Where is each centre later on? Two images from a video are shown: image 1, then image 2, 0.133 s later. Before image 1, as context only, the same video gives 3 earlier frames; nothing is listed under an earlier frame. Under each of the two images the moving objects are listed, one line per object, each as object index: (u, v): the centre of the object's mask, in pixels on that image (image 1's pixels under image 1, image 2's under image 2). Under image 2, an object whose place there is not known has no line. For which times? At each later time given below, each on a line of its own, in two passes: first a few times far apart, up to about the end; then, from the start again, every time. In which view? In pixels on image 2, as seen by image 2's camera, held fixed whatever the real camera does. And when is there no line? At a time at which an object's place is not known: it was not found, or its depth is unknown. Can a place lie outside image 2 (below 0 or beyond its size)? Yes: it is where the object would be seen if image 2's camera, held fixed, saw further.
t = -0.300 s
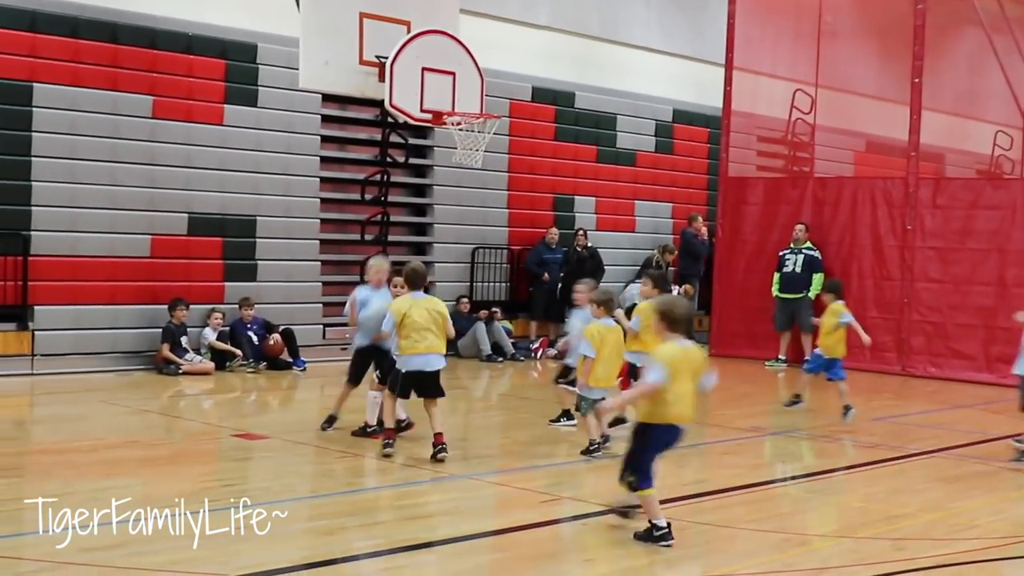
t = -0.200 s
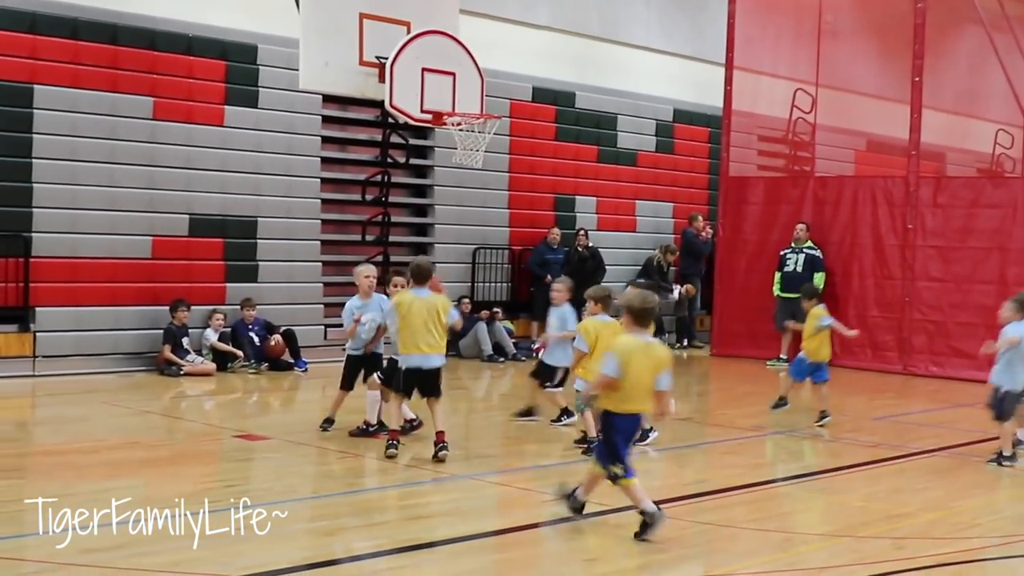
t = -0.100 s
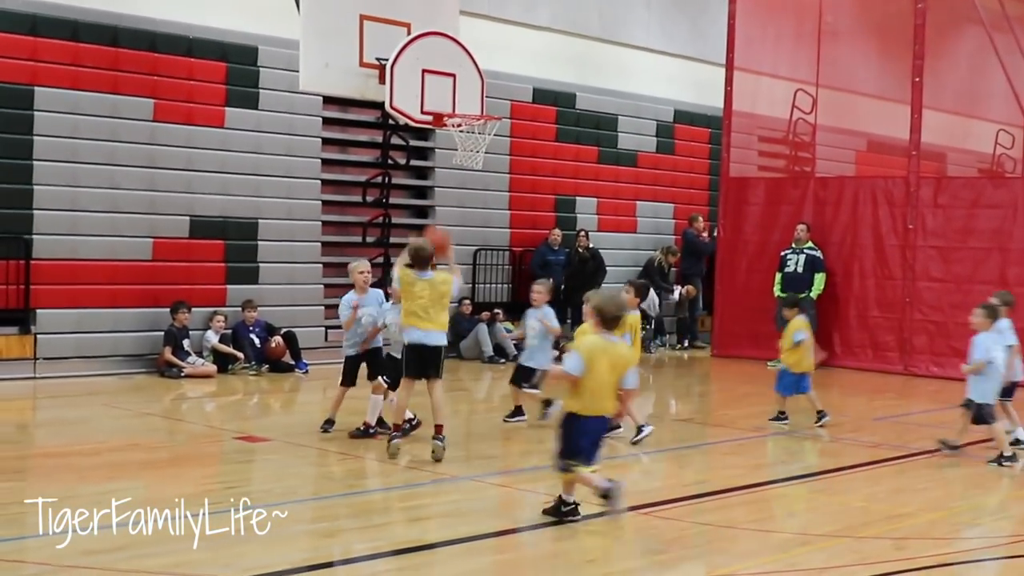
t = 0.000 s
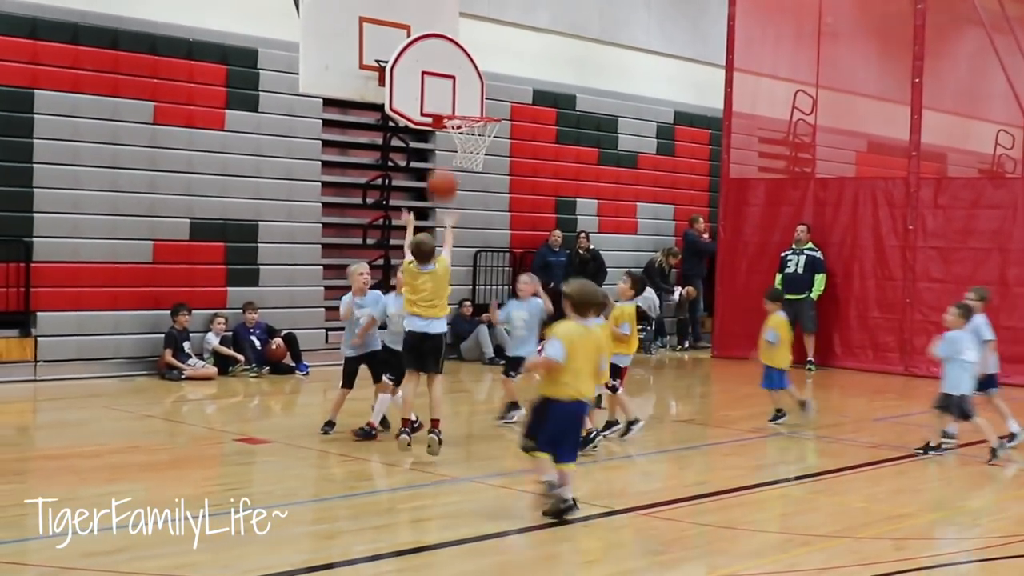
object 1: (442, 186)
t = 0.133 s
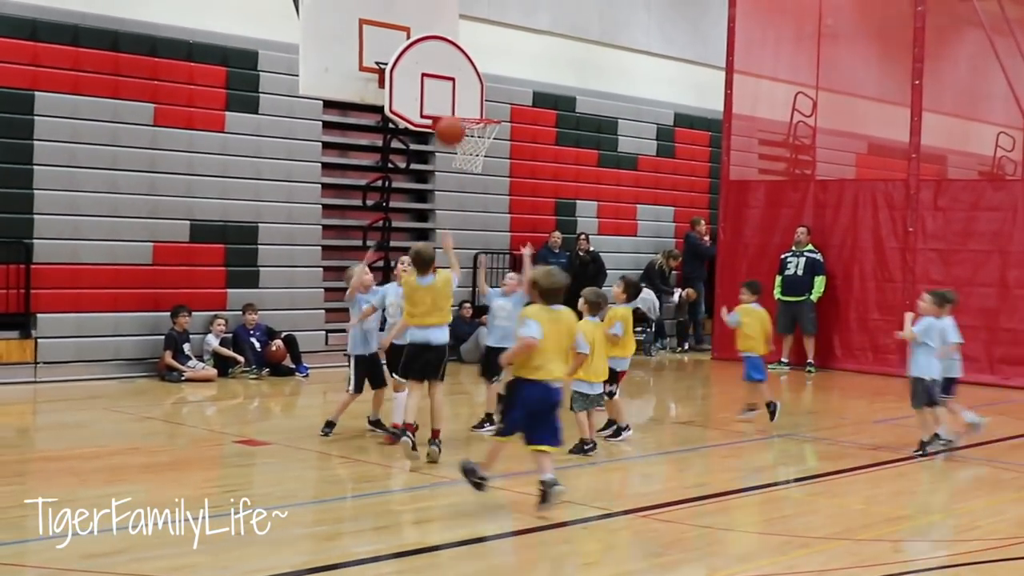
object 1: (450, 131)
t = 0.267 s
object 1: (457, 103)
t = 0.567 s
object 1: (472, 101)
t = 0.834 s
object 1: (492, 98)
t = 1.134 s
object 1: (512, 125)
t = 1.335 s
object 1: (524, 188)
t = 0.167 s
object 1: (452, 121)
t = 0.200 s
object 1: (454, 113)
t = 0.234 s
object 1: (455, 108)
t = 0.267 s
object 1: (457, 103)
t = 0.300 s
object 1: (459, 99)
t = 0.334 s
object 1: (460, 97)
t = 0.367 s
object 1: (462, 97)
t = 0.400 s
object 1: (463, 97)
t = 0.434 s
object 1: (464, 99)
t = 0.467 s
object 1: (466, 102)
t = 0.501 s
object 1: (467, 106)
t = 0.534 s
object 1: (468, 107)
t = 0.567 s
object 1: (472, 101)
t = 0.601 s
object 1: (474, 96)
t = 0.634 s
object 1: (477, 93)
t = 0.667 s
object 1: (480, 91)
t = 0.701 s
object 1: (482, 90)
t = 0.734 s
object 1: (485, 90)
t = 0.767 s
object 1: (487, 92)
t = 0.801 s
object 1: (490, 95)
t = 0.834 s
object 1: (492, 98)
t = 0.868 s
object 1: (494, 104)
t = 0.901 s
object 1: (496, 108)
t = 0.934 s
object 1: (499, 107)
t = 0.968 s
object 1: (501, 107)
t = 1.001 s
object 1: (503, 108)
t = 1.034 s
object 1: (505, 110)
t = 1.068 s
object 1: (507, 114)
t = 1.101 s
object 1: (510, 119)
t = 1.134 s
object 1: (512, 125)
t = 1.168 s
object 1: (514, 132)
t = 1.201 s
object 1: (516, 140)
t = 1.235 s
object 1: (518, 150)
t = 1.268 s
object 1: (520, 162)
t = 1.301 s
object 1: (522, 173)
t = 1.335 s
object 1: (524, 188)
